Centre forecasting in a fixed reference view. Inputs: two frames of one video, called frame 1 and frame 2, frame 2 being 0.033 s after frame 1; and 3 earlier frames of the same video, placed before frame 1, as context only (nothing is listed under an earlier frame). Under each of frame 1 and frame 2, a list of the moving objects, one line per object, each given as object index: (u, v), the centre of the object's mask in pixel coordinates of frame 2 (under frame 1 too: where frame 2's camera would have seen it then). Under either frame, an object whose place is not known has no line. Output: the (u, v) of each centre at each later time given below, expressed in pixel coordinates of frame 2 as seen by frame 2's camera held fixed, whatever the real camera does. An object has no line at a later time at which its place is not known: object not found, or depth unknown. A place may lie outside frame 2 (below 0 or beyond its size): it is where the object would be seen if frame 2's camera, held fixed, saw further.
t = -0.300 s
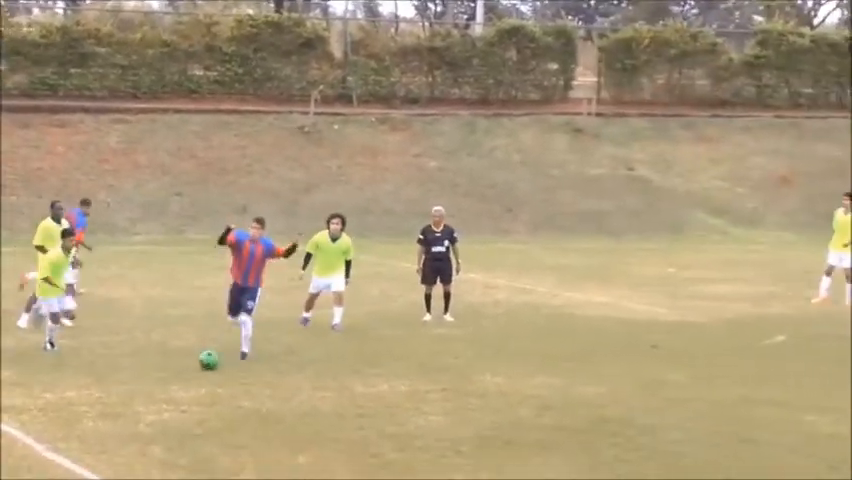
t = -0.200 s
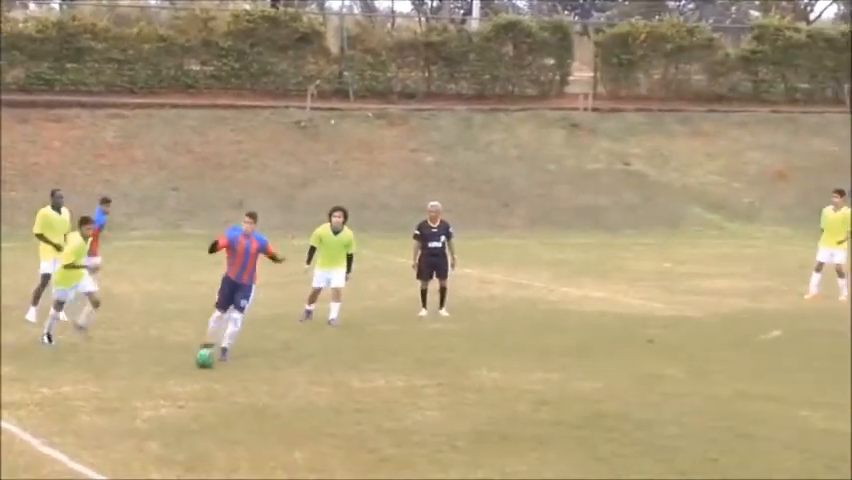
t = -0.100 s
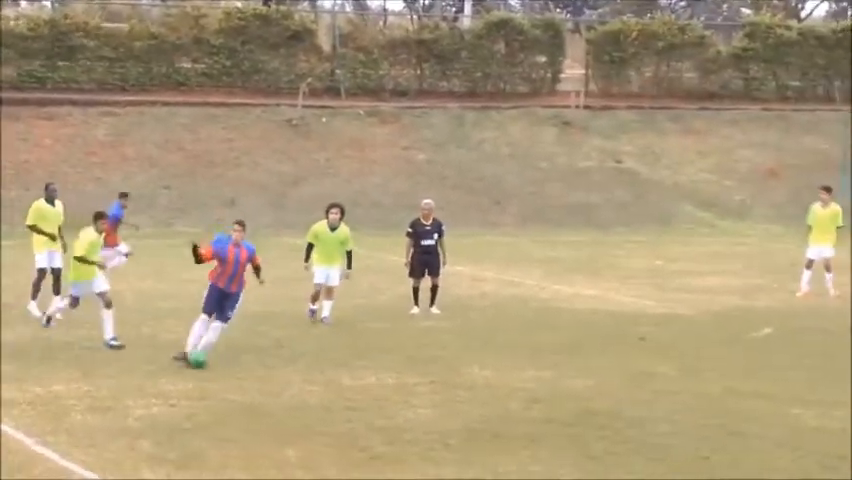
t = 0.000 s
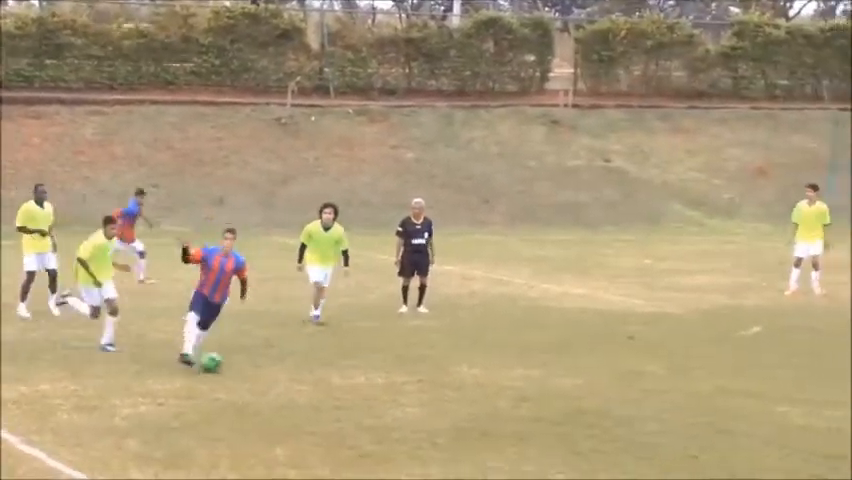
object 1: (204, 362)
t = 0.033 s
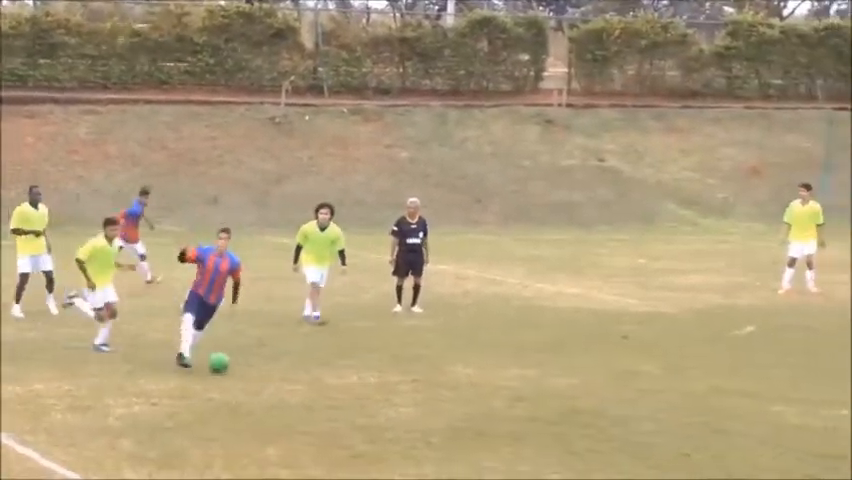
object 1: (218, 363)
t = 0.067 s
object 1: (231, 364)
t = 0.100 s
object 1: (243, 366)
